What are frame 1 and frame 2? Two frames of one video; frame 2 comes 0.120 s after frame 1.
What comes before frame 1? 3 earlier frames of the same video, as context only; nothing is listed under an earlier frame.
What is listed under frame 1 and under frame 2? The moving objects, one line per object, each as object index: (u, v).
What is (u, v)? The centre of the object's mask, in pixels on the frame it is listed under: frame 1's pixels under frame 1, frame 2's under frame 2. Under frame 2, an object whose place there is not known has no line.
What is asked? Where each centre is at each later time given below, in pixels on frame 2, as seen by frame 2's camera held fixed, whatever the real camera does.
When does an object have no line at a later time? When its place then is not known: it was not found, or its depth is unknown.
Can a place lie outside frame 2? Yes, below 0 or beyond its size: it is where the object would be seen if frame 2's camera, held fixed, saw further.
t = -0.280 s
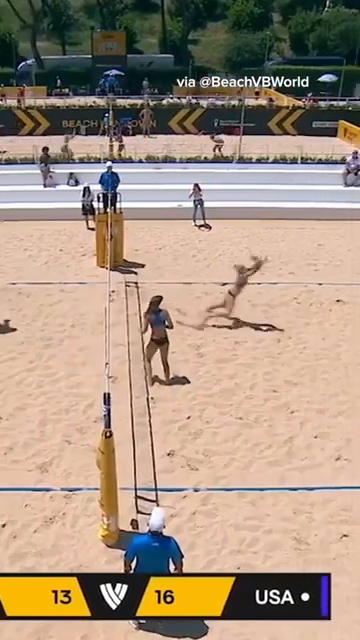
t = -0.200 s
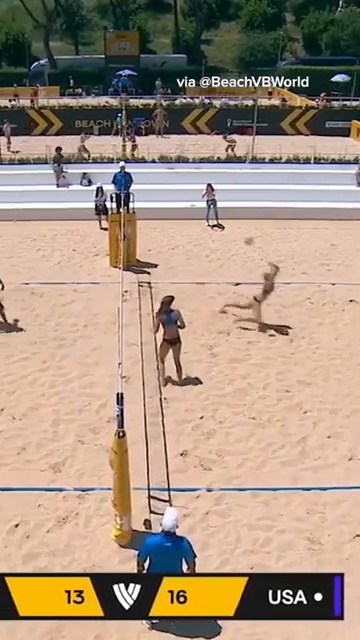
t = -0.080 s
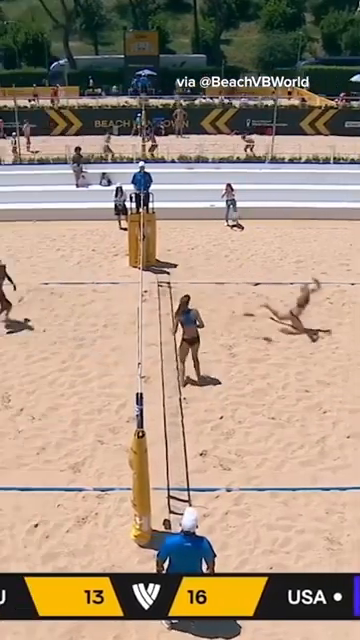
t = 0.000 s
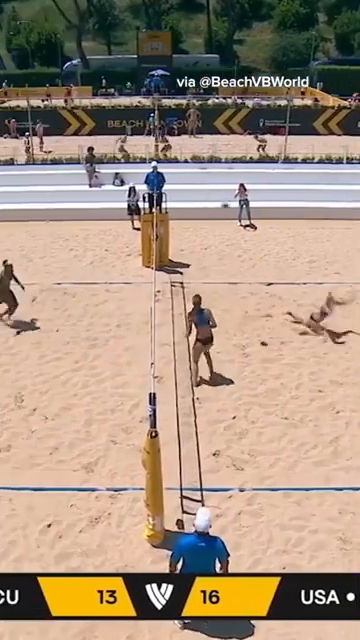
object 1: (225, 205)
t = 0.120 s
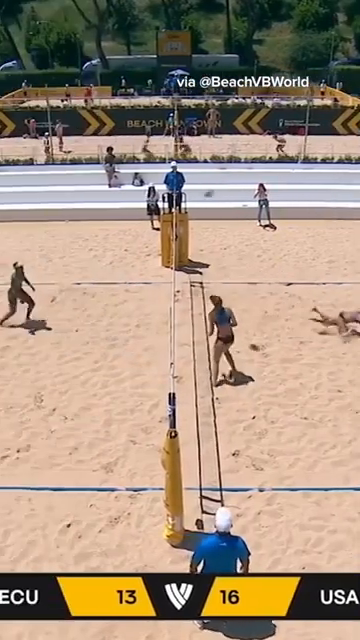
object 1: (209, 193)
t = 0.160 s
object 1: (198, 191)
